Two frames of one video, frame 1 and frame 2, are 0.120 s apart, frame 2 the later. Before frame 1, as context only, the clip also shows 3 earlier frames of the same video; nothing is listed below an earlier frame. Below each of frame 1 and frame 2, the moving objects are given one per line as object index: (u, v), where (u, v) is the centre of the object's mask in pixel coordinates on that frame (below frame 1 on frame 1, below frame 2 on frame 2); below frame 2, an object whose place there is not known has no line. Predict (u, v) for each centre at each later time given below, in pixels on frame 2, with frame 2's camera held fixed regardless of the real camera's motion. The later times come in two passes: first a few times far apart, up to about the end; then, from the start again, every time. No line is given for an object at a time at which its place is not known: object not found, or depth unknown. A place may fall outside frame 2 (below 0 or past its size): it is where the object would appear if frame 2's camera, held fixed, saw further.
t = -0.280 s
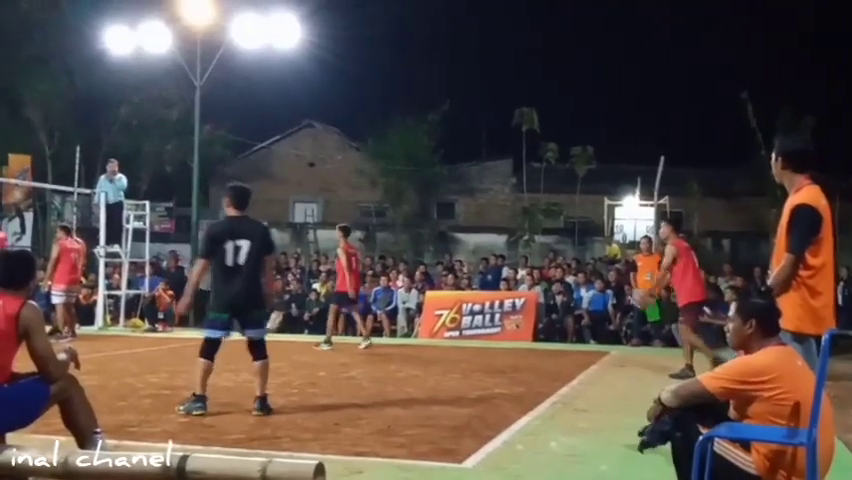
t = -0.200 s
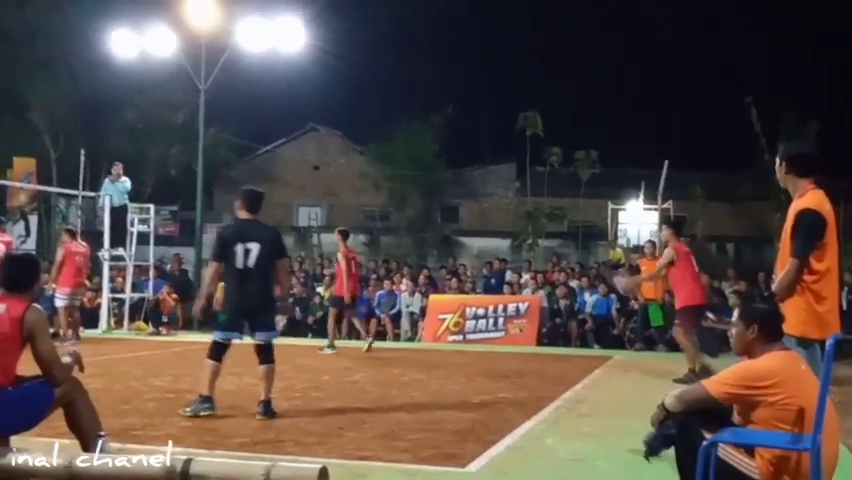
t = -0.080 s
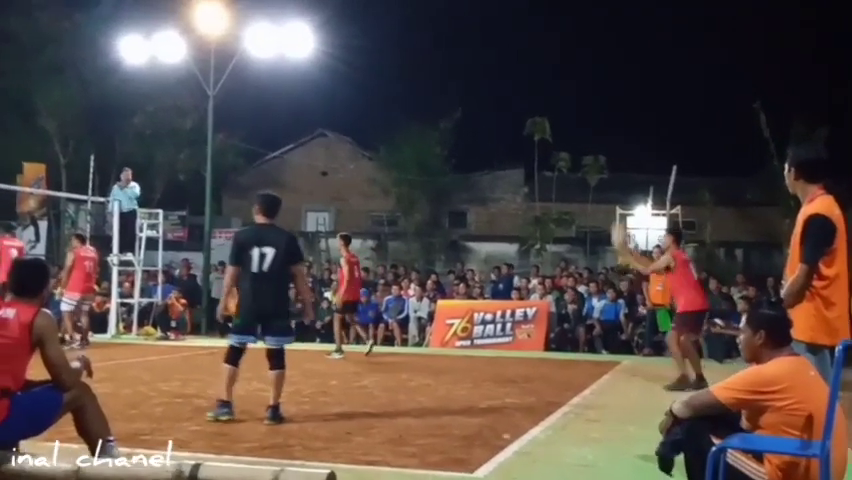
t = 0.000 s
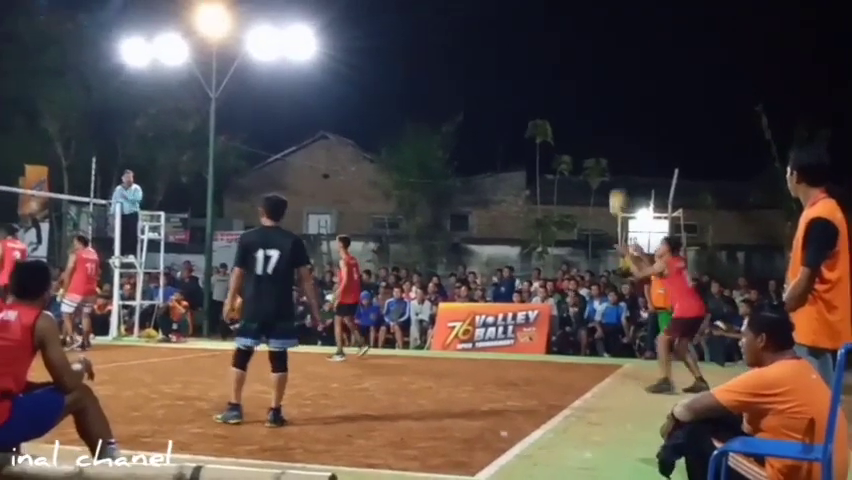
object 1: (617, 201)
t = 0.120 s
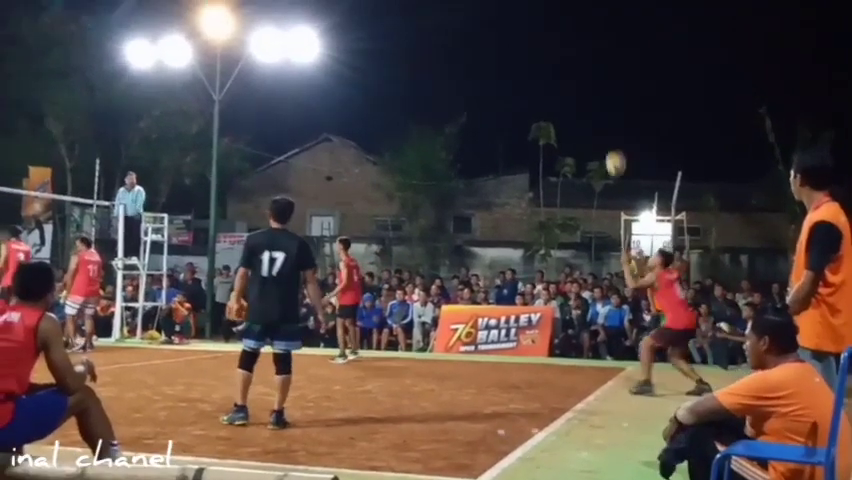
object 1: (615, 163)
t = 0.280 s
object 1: (607, 128)
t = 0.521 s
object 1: (595, 119)
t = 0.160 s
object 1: (613, 152)
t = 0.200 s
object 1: (611, 142)
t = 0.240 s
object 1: (609, 134)
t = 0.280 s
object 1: (607, 128)
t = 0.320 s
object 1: (605, 123)
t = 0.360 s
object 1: (603, 119)
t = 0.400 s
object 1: (601, 117)
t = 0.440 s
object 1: (599, 116)
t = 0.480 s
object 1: (597, 117)
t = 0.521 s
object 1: (595, 119)
